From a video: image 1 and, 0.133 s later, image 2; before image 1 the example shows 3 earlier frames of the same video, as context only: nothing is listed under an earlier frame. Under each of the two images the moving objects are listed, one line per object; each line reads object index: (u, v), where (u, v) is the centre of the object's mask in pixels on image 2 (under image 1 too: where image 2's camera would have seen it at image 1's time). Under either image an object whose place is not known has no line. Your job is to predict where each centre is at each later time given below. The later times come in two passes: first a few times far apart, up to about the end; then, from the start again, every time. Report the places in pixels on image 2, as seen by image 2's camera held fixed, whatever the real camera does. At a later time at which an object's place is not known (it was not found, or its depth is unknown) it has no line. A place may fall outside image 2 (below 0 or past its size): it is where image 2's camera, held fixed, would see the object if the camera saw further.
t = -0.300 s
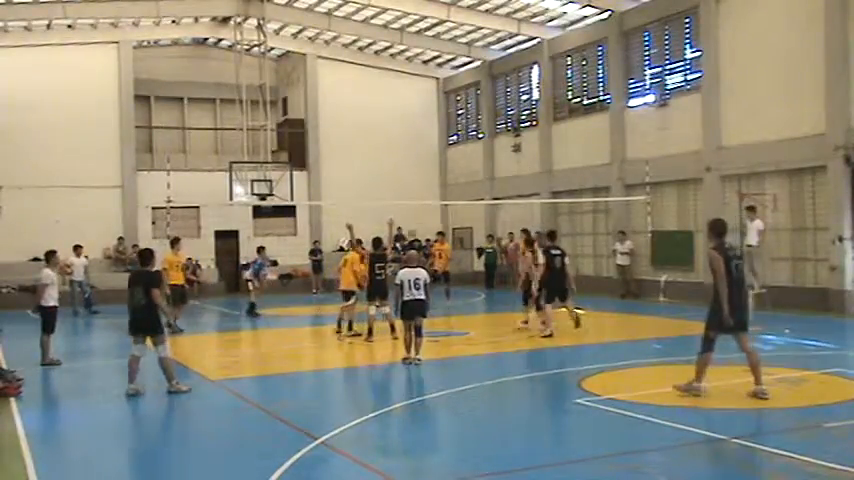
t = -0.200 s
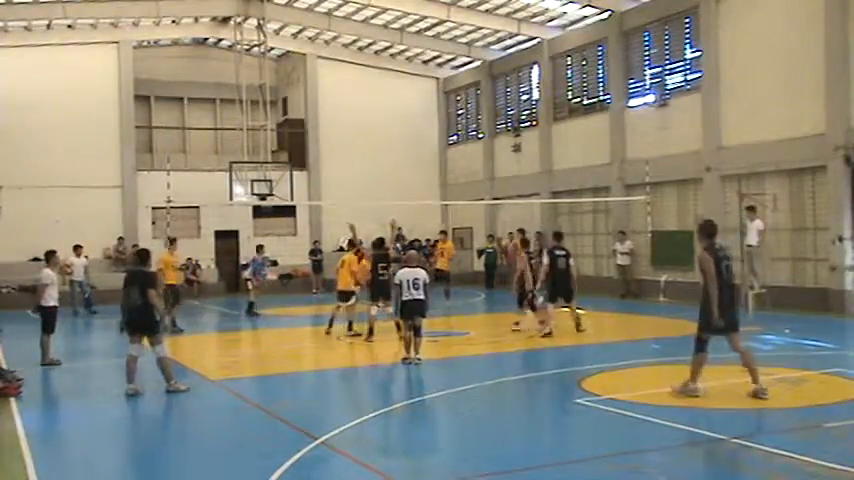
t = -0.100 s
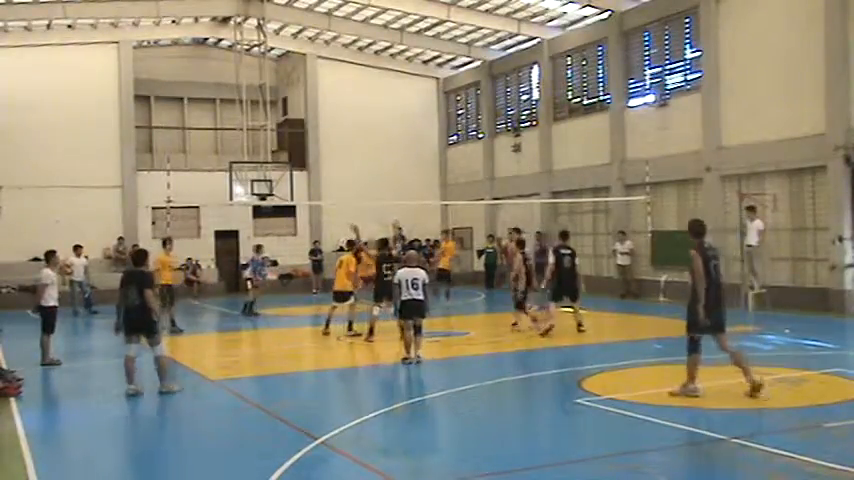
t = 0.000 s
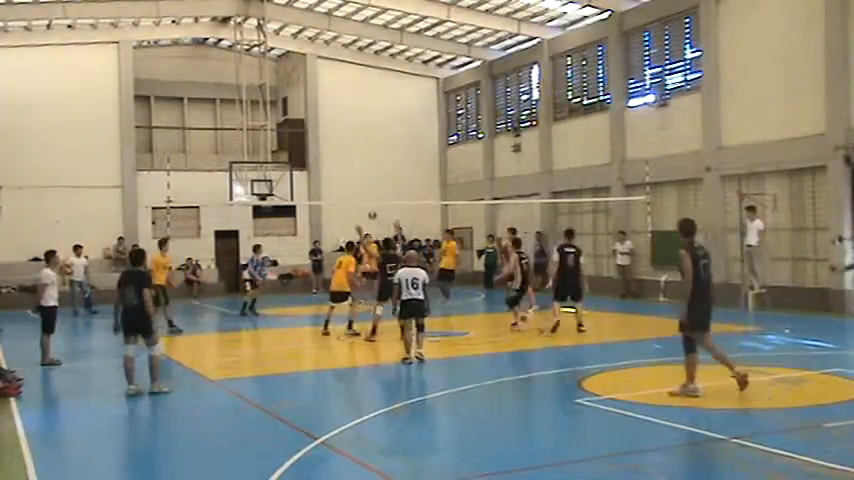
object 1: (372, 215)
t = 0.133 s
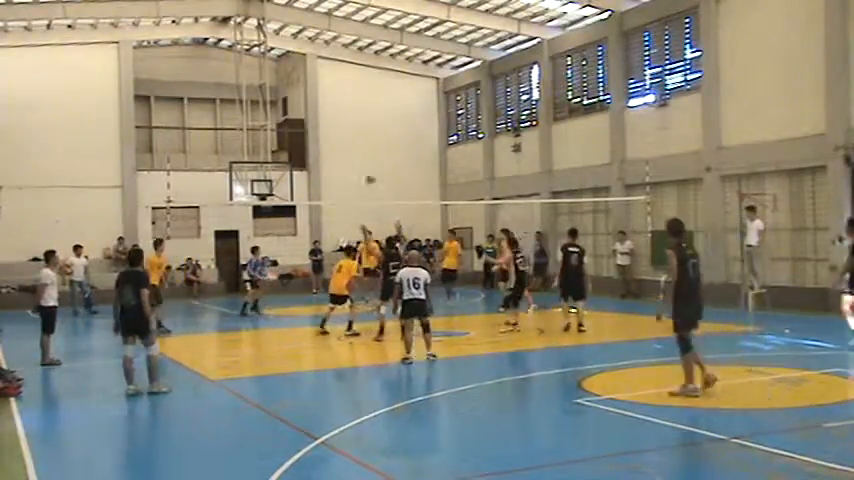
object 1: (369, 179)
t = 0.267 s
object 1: (367, 150)
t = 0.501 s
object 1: (362, 116)
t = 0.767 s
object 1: (358, 106)
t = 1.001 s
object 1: (354, 124)
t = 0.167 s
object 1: (369, 171)
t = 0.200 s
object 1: (369, 163)
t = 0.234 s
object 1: (368, 154)
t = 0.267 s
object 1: (367, 150)
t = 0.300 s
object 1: (367, 142)
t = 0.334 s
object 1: (365, 138)
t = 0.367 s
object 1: (365, 133)
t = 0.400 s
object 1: (364, 127)
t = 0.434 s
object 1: (363, 124)
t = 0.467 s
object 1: (363, 119)
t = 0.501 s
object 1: (362, 116)
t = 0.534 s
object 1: (362, 113)
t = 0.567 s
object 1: (360, 109)
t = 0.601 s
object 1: (360, 108)
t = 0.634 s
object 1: (359, 107)
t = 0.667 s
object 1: (359, 107)
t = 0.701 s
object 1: (358, 105)
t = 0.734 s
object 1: (358, 106)
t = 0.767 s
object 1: (358, 106)
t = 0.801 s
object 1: (357, 108)
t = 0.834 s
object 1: (357, 109)
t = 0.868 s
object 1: (355, 111)
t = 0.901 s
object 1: (356, 115)
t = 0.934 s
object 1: (355, 118)
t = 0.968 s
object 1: (354, 122)
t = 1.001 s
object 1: (354, 124)
